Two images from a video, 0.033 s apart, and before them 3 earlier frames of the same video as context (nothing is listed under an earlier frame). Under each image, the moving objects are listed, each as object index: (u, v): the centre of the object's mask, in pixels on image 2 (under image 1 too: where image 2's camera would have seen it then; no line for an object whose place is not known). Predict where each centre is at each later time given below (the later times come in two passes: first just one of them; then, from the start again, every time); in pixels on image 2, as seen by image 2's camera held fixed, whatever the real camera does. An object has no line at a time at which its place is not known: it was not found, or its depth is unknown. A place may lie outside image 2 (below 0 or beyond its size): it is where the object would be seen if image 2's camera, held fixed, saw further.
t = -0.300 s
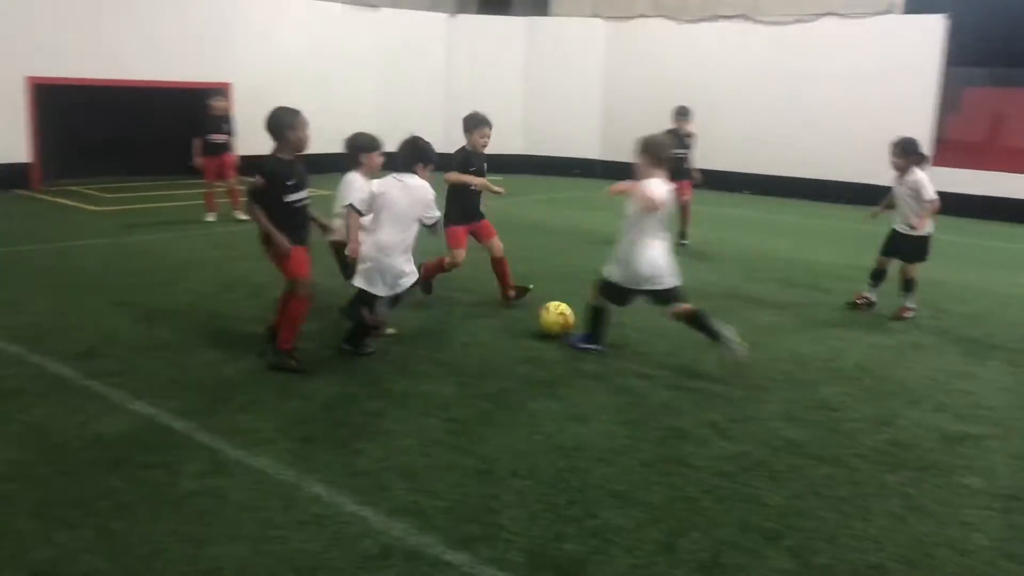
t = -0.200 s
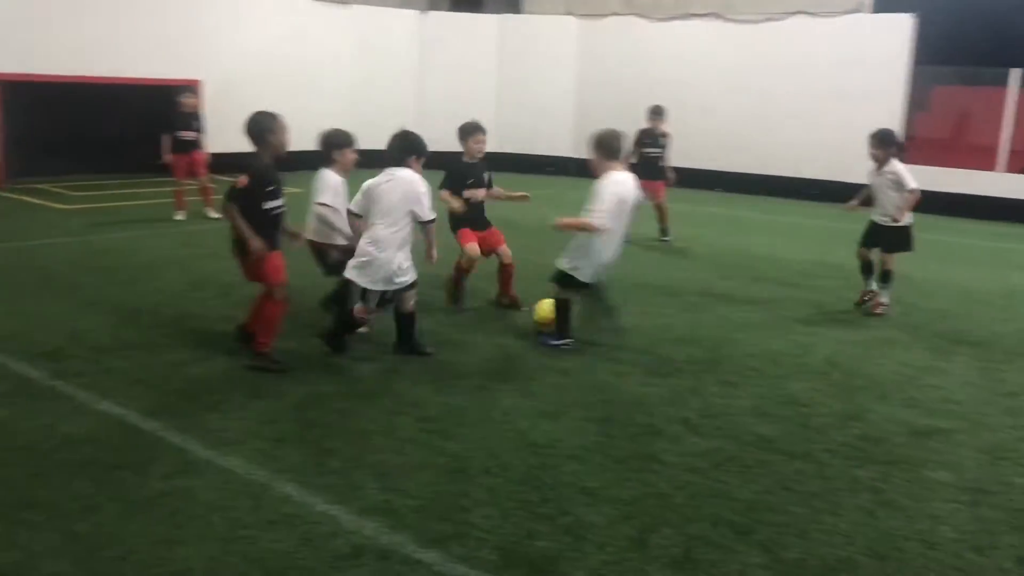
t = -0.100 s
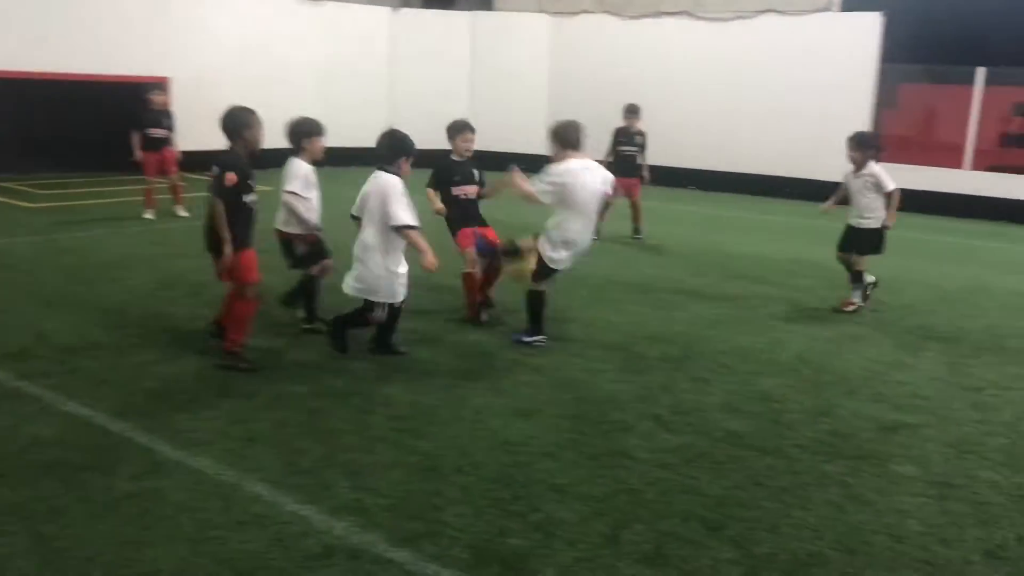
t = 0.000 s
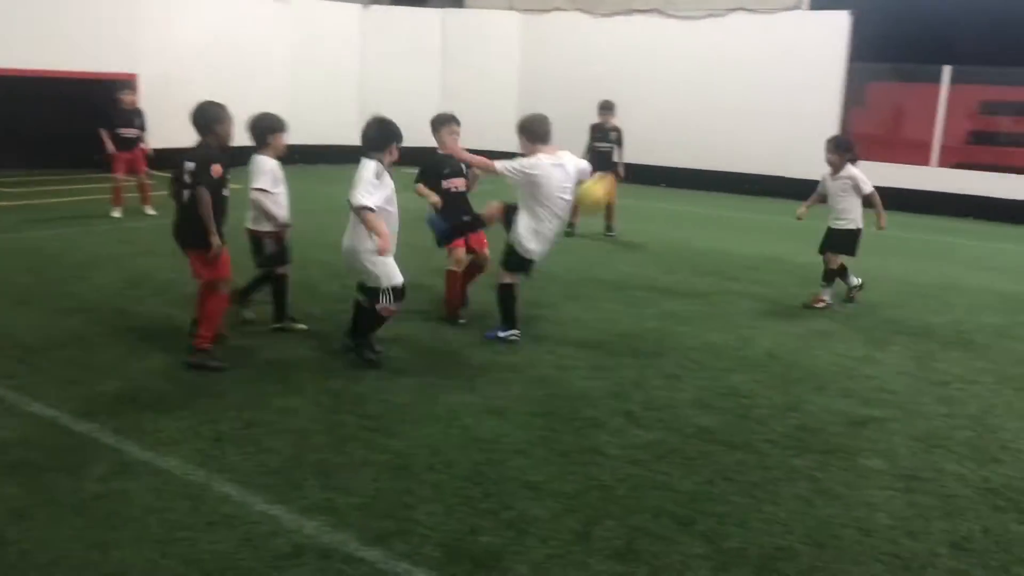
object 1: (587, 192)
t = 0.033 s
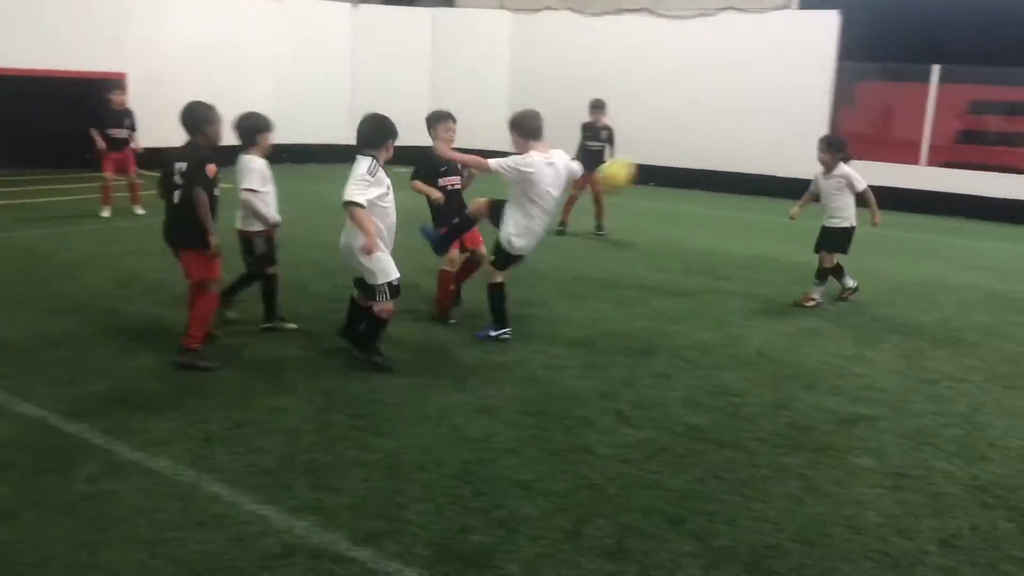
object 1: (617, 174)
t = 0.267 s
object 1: (804, 103)
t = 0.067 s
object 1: (646, 159)
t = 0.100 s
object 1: (673, 145)
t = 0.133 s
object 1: (702, 132)
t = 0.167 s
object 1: (727, 123)
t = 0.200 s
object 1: (753, 114)
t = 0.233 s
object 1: (778, 108)
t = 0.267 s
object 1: (804, 103)
